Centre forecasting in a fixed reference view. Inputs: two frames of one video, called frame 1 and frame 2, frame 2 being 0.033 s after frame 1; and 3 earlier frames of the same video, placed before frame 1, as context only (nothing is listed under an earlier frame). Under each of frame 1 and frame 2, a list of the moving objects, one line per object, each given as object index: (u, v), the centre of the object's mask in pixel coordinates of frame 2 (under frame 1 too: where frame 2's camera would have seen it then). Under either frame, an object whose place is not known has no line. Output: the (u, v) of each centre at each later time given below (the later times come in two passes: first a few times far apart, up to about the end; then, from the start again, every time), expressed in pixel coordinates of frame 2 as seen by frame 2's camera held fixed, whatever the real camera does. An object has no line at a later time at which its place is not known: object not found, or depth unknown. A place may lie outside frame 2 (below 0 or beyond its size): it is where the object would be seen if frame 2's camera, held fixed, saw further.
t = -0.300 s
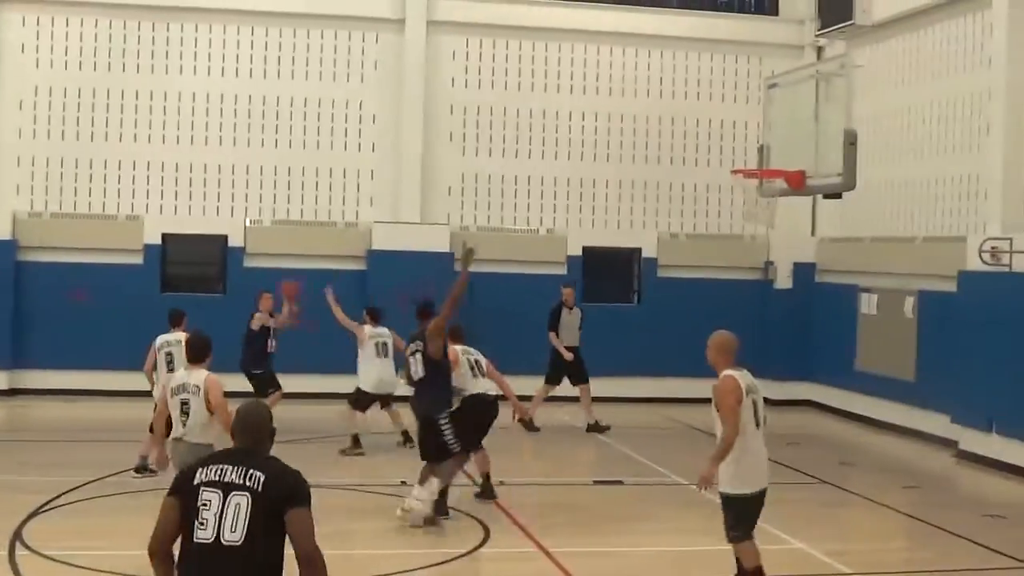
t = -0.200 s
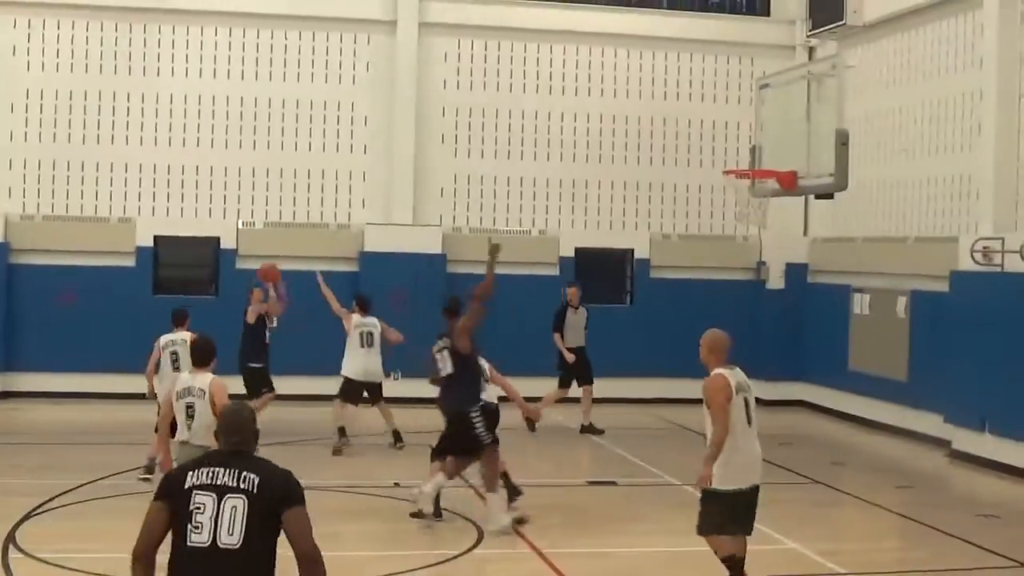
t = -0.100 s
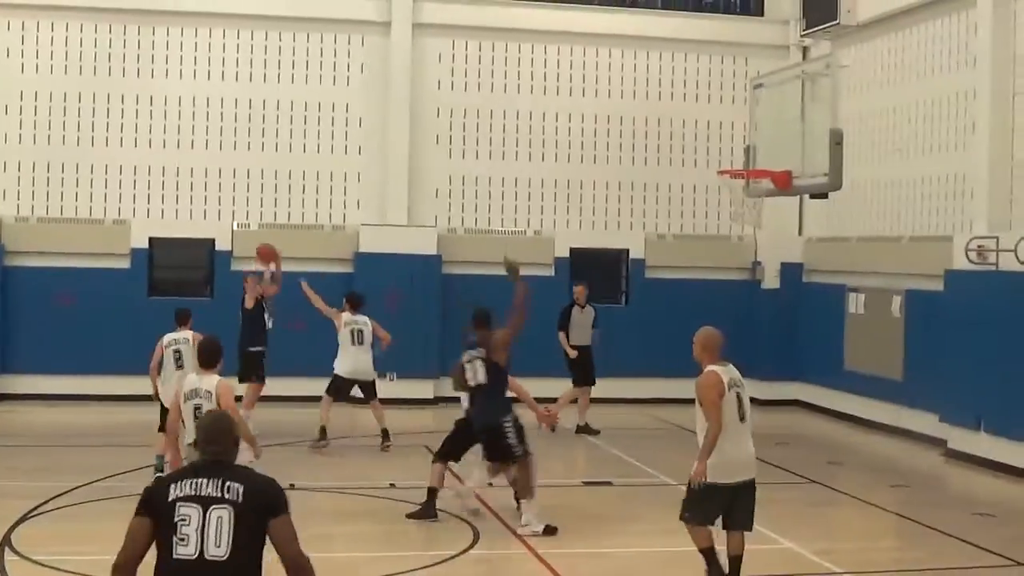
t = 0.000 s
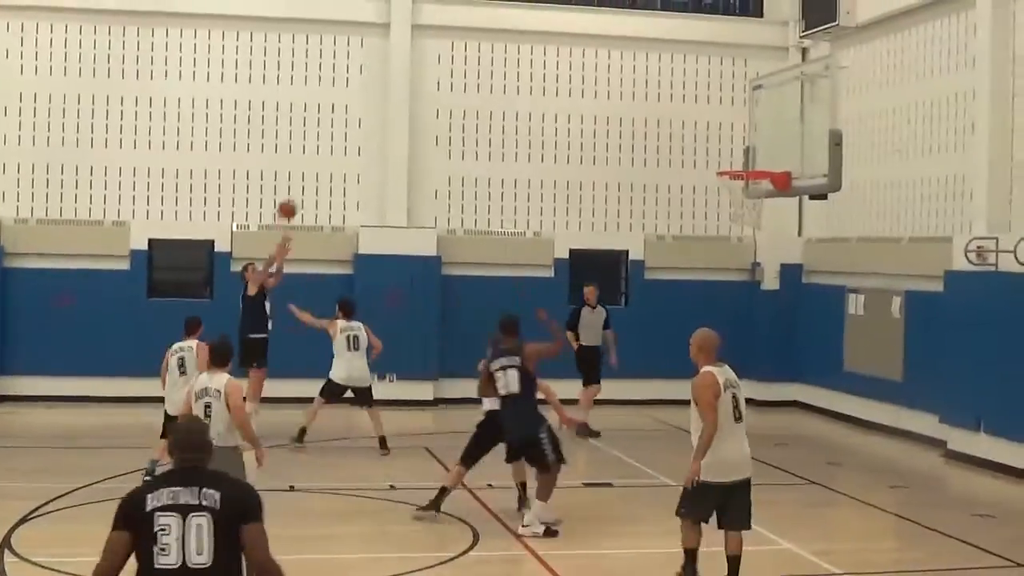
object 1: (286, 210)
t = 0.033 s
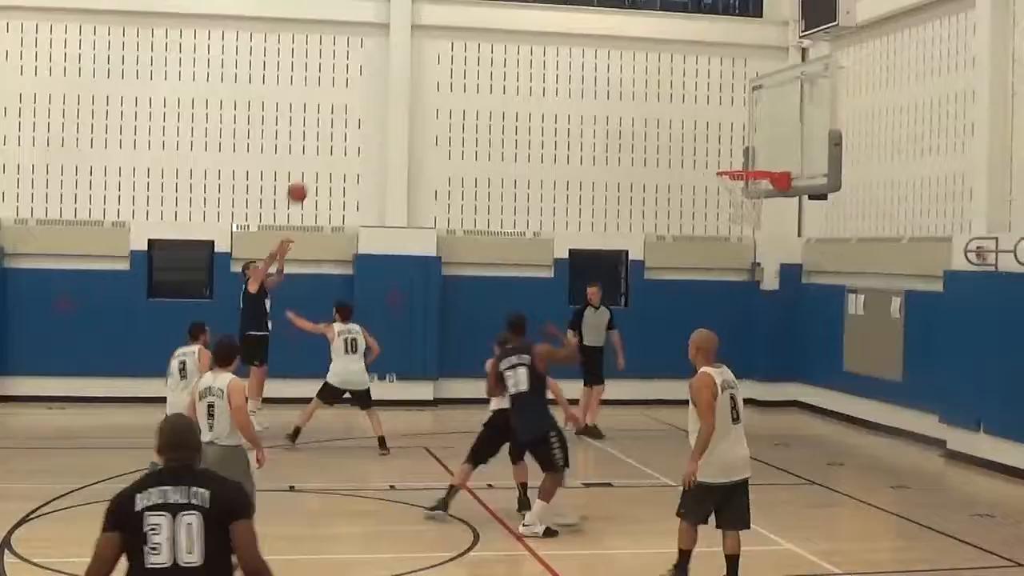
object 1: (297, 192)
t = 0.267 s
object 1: (370, 95)
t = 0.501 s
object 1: (449, 36)
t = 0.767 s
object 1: (547, 25)
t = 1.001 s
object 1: (641, 74)
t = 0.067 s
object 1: (307, 176)
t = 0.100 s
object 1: (317, 161)
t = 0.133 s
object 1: (328, 147)
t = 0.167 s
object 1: (338, 133)
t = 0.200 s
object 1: (349, 119)
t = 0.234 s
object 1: (359, 106)
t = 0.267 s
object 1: (370, 95)
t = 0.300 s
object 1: (381, 84)
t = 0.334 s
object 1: (392, 73)
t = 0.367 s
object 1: (403, 64)
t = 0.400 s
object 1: (414, 56)
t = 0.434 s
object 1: (425, 49)
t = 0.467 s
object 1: (437, 42)
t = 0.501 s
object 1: (449, 36)
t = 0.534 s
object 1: (461, 32)
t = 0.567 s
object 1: (472, 28)
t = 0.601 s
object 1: (484, 25)
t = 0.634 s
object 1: (496, 23)
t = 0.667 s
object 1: (509, 22)
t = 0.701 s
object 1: (521, 22)
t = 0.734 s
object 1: (534, 23)
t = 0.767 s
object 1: (547, 25)
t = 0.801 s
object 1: (559, 28)
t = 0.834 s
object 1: (573, 33)
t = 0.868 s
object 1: (585, 38)
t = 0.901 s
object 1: (599, 46)
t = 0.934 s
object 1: (613, 53)
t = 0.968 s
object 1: (627, 63)
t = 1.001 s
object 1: (641, 74)
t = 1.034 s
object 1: (655, 87)
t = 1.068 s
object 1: (670, 100)
